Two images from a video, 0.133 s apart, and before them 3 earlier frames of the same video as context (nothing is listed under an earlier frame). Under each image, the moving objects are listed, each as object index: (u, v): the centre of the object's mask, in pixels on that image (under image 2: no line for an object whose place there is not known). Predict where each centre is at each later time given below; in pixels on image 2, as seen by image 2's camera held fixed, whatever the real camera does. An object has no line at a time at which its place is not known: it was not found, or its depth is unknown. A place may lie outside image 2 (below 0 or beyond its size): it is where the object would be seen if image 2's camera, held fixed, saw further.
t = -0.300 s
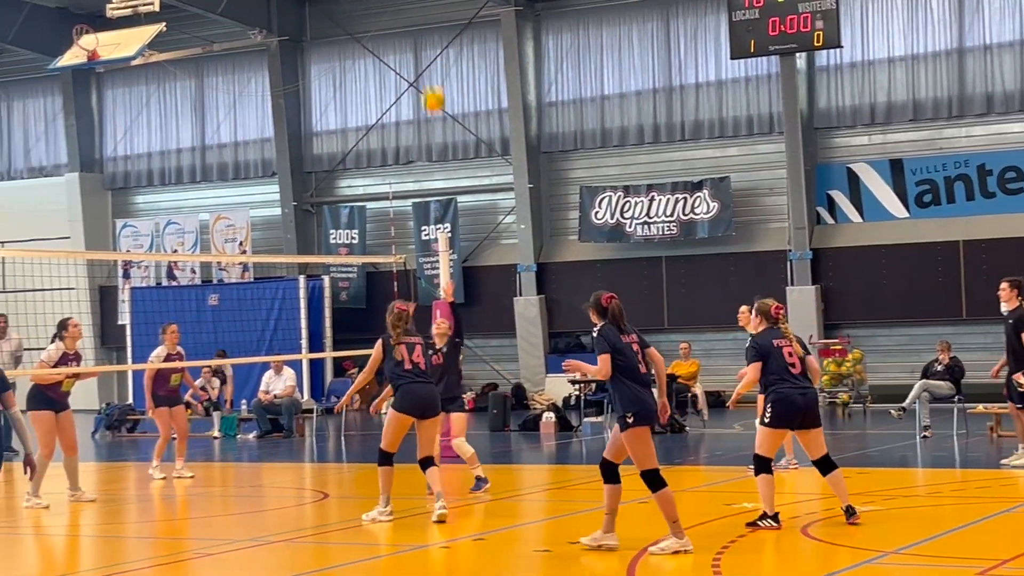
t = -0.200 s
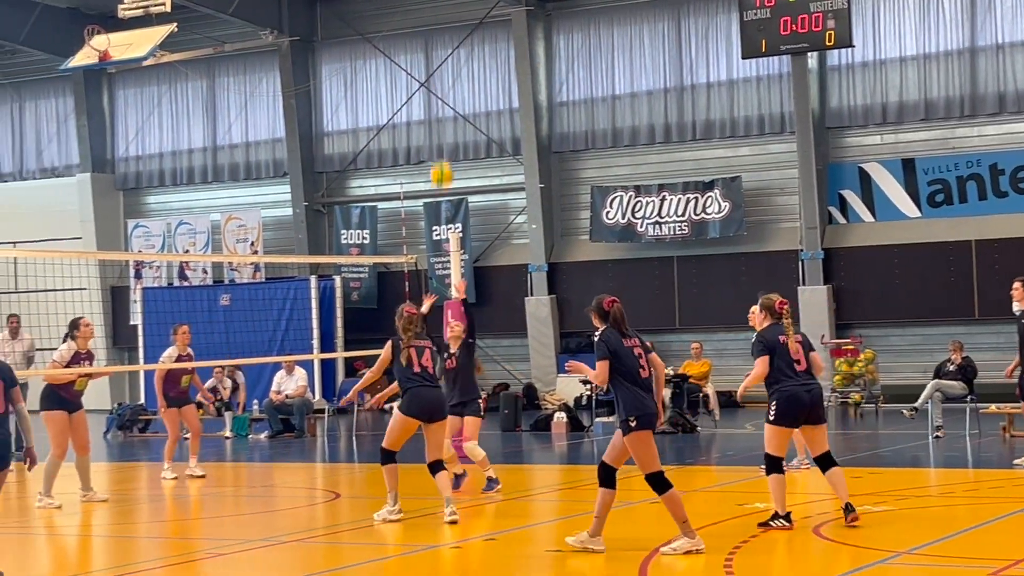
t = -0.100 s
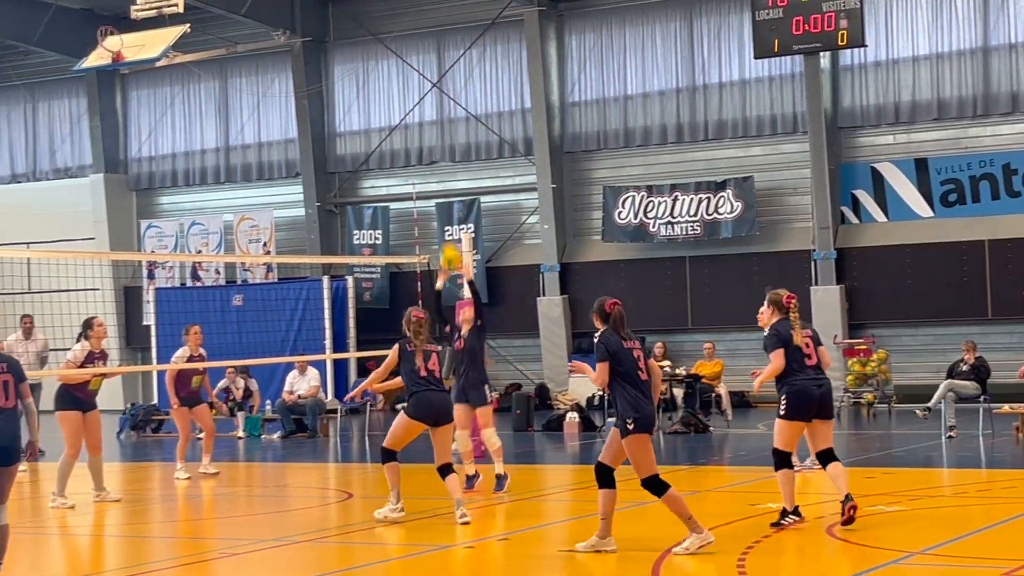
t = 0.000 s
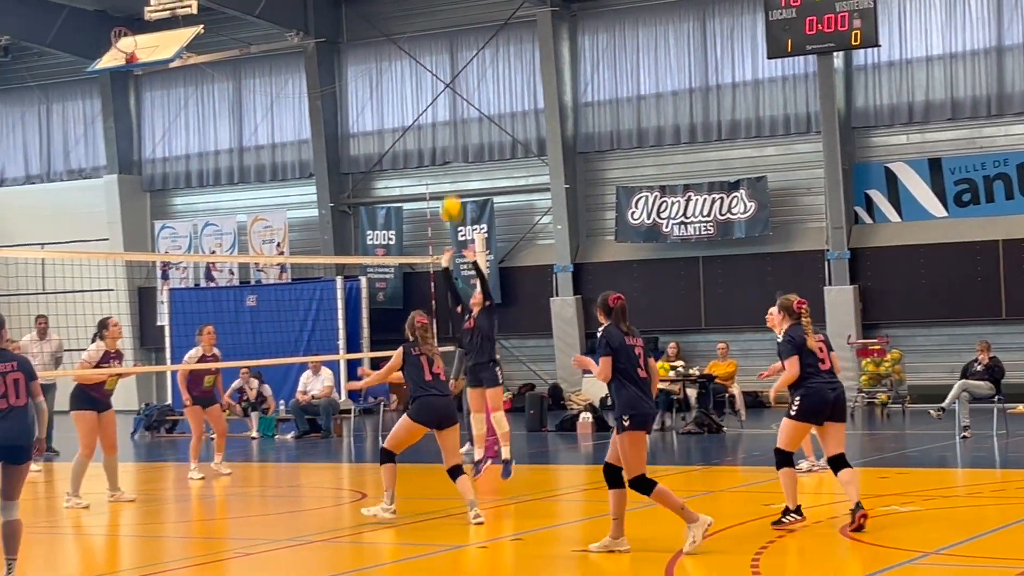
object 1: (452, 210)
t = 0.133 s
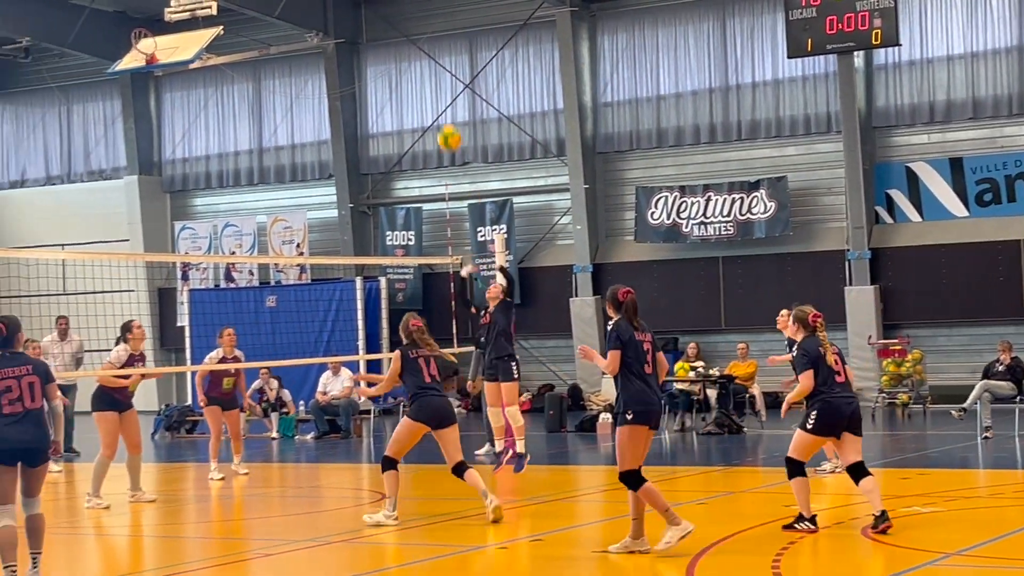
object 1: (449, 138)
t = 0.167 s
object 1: (444, 124)
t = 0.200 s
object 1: (439, 110)
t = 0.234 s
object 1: (433, 97)
